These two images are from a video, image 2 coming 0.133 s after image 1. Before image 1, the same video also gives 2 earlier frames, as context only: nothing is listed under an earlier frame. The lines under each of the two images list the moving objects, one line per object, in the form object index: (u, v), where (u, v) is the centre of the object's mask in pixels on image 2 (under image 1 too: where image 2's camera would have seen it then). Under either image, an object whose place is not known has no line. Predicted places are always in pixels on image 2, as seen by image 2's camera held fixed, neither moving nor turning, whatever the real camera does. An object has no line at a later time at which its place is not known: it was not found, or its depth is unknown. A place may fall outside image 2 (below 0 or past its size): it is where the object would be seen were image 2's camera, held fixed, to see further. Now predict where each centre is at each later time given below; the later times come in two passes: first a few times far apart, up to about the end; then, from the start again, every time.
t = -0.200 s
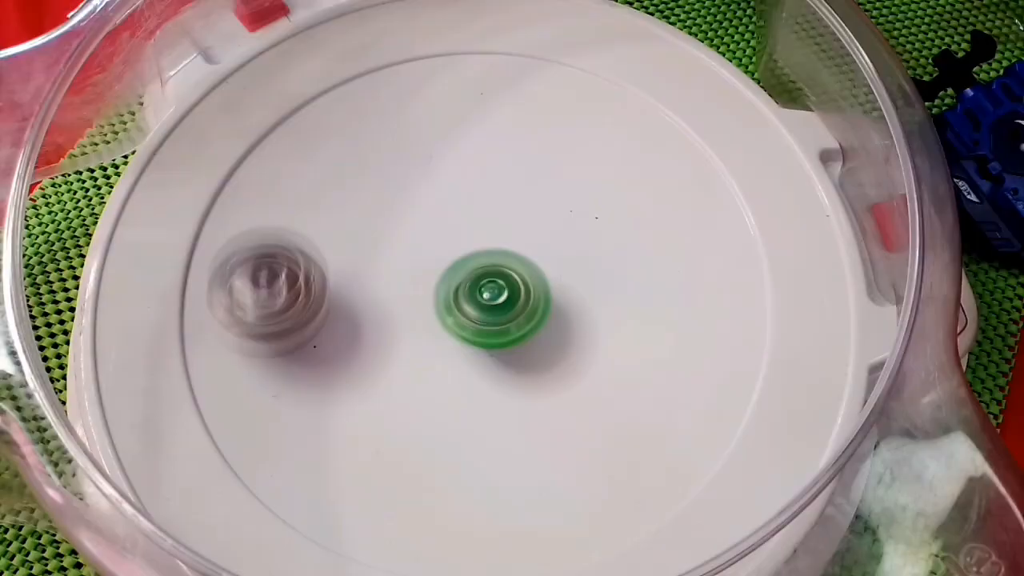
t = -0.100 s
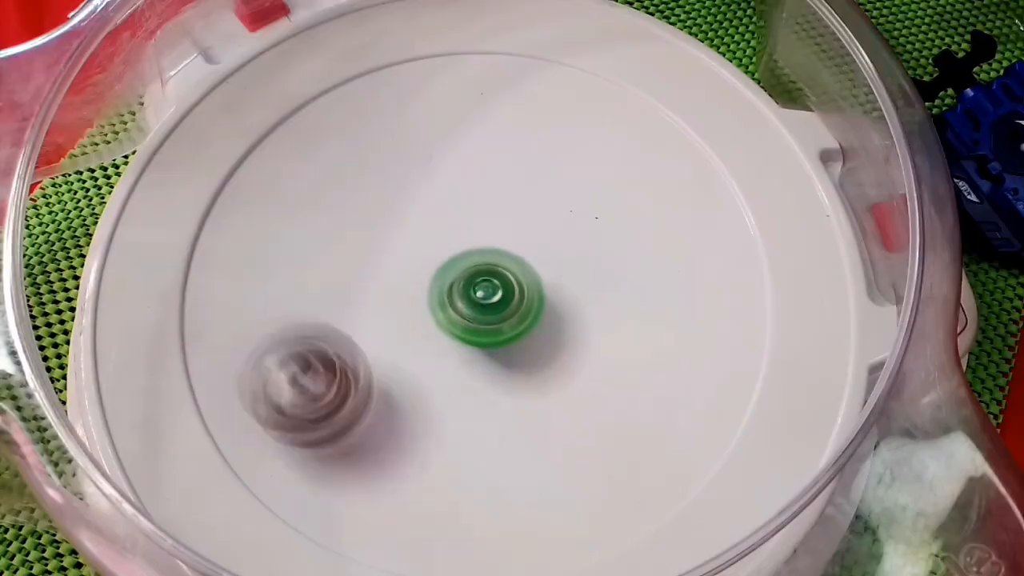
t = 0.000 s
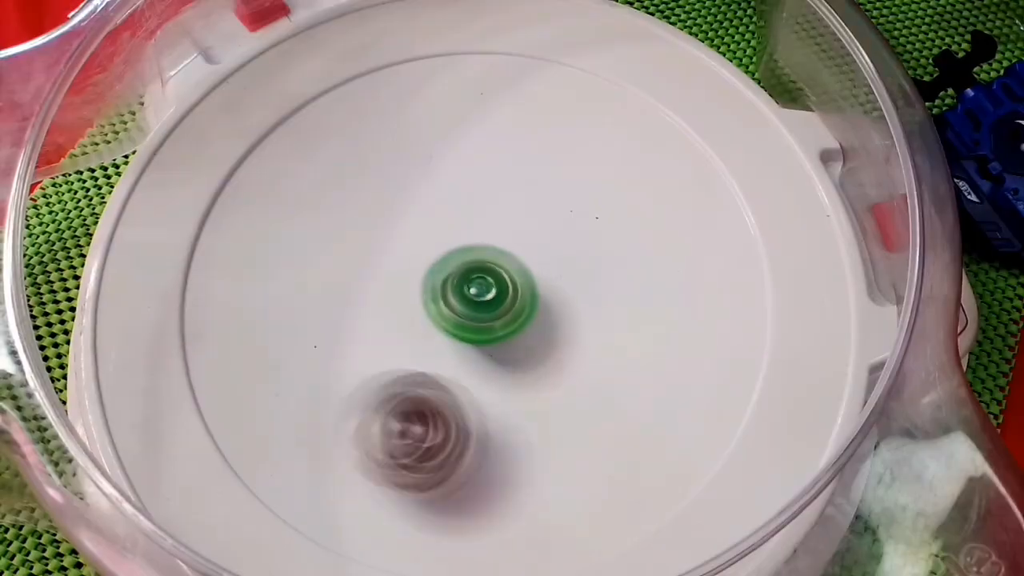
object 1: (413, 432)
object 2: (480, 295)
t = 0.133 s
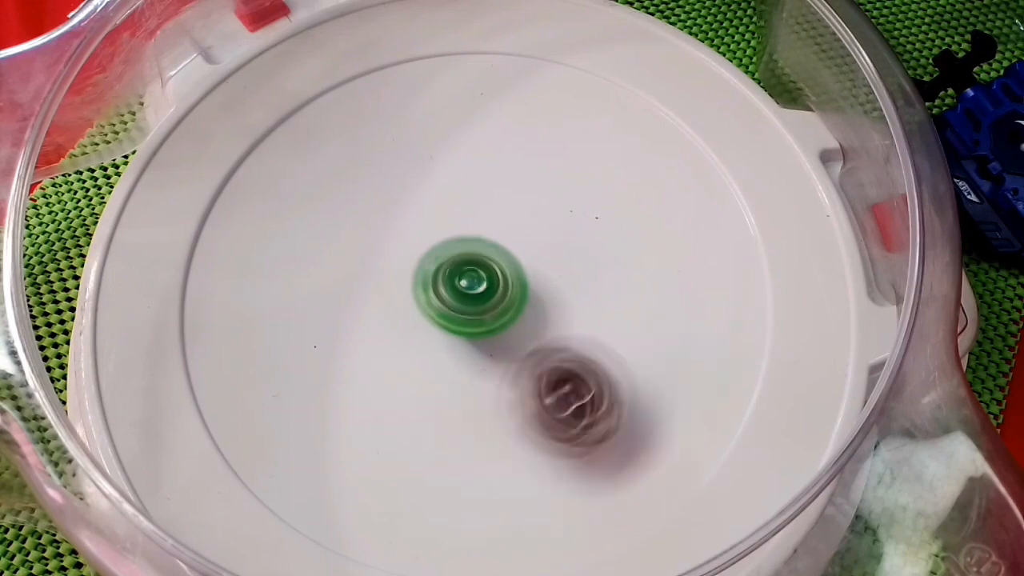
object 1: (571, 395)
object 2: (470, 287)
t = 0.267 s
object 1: (638, 290)
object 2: (464, 275)
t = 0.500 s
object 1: (560, 124)
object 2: (464, 258)
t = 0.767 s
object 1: (346, 165)
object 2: (473, 248)
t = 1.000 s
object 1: (364, 372)
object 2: (484, 247)
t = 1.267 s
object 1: (612, 391)
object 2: (493, 256)
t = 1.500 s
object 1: (652, 219)
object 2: (492, 269)
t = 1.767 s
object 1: (442, 151)
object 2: (480, 279)
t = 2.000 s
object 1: (305, 280)
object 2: (465, 277)
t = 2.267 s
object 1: (453, 431)
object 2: (458, 267)
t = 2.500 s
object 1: (610, 310)
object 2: (461, 259)
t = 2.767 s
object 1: (536, 146)
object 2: (471, 255)
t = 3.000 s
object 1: (364, 159)
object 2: (481, 259)
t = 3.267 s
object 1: (365, 348)
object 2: (487, 268)
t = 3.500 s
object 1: (564, 381)
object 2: (484, 275)
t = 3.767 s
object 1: (630, 226)
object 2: (474, 278)
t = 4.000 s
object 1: (479, 160)
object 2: (467, 272)
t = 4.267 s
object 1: (321, 236)
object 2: (470, 279)
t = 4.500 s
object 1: (343, 367)
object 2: (476, 281)
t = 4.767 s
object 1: (506, 447)
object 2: (515, 243)
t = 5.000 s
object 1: (598, 343)
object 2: (518, 235)
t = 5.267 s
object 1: (599, 297)
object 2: (470, 168)
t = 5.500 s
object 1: (467, 298)
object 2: (460, 161)
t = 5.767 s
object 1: (387, 378)
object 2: (457, 180)
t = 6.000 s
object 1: (460, 337)
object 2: (446, 205)
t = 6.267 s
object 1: (449, 314)
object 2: (438, 94)
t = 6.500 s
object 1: (428, 270)
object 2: (436, 102)
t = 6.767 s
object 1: (401, 269)
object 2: (476, 195)
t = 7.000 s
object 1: (354, 345)
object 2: (529, 326)
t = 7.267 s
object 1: (341, 326)
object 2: (524, 413)
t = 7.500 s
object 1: (322, 242)
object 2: (503, 365)
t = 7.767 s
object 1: (405, 173)
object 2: (536, 248)
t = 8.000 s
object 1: (501, 164)
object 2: (587, 235)
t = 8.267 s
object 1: (578, 183)
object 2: (578, 316)
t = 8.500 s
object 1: (601, 257)
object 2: (459, 322)
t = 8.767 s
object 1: (562, 348)
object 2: (413, 226)
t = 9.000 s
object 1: (480, 387)
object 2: (481, 203)
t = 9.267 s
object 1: (407, 357)
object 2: (524, 283)
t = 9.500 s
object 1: (360, 284)
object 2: (469, 333)
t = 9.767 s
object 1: (356, 202)
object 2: (444, 274)
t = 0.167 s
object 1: (596, 374)
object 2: (468, 284)
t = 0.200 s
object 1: (617, 345)
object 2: (467, 282)
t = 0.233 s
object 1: (632, 318)
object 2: (465, 279)
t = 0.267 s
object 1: (638, 290)
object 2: (464, 275)
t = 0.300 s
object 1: (641, 262)
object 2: (463, 272)
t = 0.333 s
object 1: (639, 233)
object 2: (463, 270)
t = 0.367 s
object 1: (632, 205)
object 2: (463, 267)
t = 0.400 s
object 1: (622, 182)
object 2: (463, 264)
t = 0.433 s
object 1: (605, 159)
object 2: (463, 262)
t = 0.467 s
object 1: (583, 139)
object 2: (463, 260)
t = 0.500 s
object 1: (560, 124)
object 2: (464, 258)
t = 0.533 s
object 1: (536, 112)
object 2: (465, 257)
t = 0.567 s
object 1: (507, 102)
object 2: (466, 255)
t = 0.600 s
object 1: (477, 101)
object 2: (467, 253)
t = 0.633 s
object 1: (449, 102)
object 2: (468, 252)
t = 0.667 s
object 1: (422, 108)
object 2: (469, 251)
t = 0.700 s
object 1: (393, 124)
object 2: (470, 250)
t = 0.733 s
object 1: (366, 144)
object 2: (472, 249)
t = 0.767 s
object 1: (346, 165)
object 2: (473, 248)
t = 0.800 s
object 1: (329, 190)
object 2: (475, 248)
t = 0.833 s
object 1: (318, 221)
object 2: (476, 247)
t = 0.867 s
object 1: (313, 256)
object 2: (478, 247)
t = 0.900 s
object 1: (317, 287)
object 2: (479, 247)
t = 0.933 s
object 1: (326, 317)
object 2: (481, 247)
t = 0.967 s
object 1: (342, 347)
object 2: (483, 248)
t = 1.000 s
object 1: (364, 372)
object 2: (484, 247)
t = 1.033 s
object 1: (391, 391)
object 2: (486, 248)
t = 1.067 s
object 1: (420, 406)
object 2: (487, 248)
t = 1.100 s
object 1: (451, 419)
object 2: (488, 249)
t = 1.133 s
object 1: (489, 426)
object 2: (489, 250)
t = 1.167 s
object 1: (525, 425)
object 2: (491, 251)
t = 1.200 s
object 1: (552, 423)
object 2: (492, 253)
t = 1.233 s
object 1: (588, 407)
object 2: (493, 254)
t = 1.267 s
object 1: (612, 391)
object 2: (493, 256)
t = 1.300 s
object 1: (635, 372)
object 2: (494, 258)
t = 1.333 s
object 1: (654, 348)
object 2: (494, 260)
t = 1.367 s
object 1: (664, 323)
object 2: (494, 262)
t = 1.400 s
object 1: (670, 296)
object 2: (494, 263)
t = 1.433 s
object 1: (669, 269)
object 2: (494, 266)
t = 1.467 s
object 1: (662, 244)
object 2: (493, 267)
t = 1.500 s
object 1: (652, 219)
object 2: (492, 269)
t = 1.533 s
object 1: (632, 195)
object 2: (491, 271)
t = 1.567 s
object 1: (614, 177)
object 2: (490, 272)
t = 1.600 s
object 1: (587, 164)
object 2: (489, 274)
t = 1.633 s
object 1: (560, 153)
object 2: (487, 275)
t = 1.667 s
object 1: (531, 146)
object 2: (486, 277)
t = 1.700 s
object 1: (498, 145)
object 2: (484, 278)
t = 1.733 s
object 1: (473, 146)
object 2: (482, 279)
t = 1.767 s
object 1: (442, 151)
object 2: (480, 279)
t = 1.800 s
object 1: (410, 161)
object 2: (477, 280)
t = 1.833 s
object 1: (390, 169)
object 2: (475, 280)
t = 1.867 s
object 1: (365, 186)
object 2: (473, 280)
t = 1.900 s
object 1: (342, 207)
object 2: (471, 279)
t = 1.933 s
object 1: (329, 224)
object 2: (468, 279)
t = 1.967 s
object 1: (315, 252)
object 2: (466, 278)
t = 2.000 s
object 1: (305, 280)
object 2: (465, 277)
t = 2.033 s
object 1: (302, 304)
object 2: (464, 276)
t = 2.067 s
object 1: (304, 335)
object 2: (462, 275)
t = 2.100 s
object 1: (315, 361)
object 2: (461, 274)
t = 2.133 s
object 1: (331, 387)
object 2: (460, 273)
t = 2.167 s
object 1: (358, 408)
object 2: (459, 271)
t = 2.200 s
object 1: (385, 419)
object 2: (459, 270)
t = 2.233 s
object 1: (413, 428)
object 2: (458, 268)
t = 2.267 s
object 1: (453, 431)
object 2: (458, 267)
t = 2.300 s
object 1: (480, 429)
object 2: (458, 266)
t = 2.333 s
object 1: (516, 419)
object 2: (458, 265)
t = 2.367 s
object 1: (542, 403)
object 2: (458, 263)
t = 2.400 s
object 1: (568, 383)
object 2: (458, 262)
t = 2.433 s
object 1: (586, 361)
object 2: (459, 261)
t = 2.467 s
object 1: (601, 336)
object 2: (460, 260)
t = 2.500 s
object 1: (610, 310)
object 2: (461, 259)
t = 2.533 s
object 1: (615, 285)
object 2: (462, 258)
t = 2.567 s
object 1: (615, 260)
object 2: (463, 257)
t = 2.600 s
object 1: (612, 239)
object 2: (464, 257)
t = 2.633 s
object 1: (605, 216)
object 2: (465, 256)
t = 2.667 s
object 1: (593, 195)
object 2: (466, 255)
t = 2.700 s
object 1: (575, 174)
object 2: (468, 255)
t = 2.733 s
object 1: (558, 160)
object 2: (469, 255)
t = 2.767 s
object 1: (536, 146)
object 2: (471, 255)
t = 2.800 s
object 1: (516, 135)
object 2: (472, 255)
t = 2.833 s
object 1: (488, 128)
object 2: (474, 255)
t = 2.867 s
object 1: (463, 123)
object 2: (475, 255)
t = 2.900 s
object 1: (436, 125)
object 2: (477, 256)
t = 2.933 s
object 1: (409, 131)
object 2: (478, 257)
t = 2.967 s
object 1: (387, 142)
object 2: (480, 258)
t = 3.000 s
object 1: (364, 159)
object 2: (481, 259)
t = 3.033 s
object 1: (349, 175)
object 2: (482, 260)
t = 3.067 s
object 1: (333, 201)
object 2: (483, 260)
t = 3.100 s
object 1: (328, 221)
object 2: (484, 261)
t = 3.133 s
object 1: (324, 251)
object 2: (485, 263)
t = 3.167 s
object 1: (329, 275)
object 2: (486, 264)
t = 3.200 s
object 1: (334, 303)
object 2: (486, 265)
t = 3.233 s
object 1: (351, 331)
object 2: (487, 267)
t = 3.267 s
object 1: (365, 348)
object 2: (487, 268)
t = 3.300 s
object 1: (392, 368)
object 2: (487, 269)
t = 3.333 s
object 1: (414, 379)
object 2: (487, 271)
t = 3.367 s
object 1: (447, 391)
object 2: (487, 272)
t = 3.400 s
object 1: (471, 394)
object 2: (486, 273)
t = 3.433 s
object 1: (507, 397)
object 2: (486, 274)
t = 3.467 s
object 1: (530, 394)
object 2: (485, 275)
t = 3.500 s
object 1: (564, 381)
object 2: (484, 275)
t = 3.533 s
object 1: (583, 370)
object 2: (483, 276)
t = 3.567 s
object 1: (603, 353)
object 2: (482, 278)
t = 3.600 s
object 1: (618, 335)
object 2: (481, 278)
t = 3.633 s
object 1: (631, 313)
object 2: (480, 278)
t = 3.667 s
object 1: (639, 293)
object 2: (479, 278)
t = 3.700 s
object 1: (640, 273)
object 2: (477, 279)
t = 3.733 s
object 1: (638, 248)
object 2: (476, 278)
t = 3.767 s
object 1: (630, 226)
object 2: (474, 278)
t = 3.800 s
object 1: (618, 207)
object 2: (473, 277)
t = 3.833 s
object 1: (602, 192)
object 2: (471, 277)
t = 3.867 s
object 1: (578, 176)
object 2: (471, 276)
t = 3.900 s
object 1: (560, 167)
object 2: (470, 275)
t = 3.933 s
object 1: (531, 162)
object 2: (468, 274)
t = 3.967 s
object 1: (507, 157)
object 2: (467, 273)
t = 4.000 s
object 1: (479, 160)
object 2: (467, 272)
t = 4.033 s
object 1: (455, 164)
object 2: (467, 271)
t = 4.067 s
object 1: (430, 172)
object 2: (467, 271)
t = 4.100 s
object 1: (407, 181)
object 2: (466, 272)
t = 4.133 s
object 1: (387, 192)
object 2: (466, 273)
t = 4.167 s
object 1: (363, 201)
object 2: (468, 277)
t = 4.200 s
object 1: (348, 208)
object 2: (469, 279)
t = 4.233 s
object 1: (331, 224)
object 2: (470, 278)
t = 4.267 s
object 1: (321, 236)
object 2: (470, 279)
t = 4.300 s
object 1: (311, 255)
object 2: (472, 279)
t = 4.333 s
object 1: (306, 273)
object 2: (472, 279)
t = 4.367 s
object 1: (303, 294)
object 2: (473, 280)
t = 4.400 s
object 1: (305, 313)
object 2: (474, 280)
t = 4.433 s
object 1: (314, 332)
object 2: (475, 280)
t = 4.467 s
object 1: (325, 353)
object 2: (474, 280)
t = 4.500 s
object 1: (343, 367)
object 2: (476, 281)
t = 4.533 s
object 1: (370, 380)
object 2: (476, 281)
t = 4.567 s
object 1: (394, 386)
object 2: (476, 282)
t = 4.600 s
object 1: (425, 388)
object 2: (476, 283)
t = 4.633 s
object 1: (438, 394)
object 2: (481, 277)
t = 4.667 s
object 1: (448, 417)
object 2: (496, 260)
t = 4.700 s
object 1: (463, 431)
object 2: (506, 250)
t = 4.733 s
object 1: (485, 443)
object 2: (512, 245)
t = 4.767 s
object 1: (506, 447)
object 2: (515, 243)
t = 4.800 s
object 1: (527, 447)
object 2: (516, 242)
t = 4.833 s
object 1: (549, 441)
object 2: (516, 240)
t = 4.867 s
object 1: (571, 426)
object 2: (517, 238)
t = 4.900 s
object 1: (583, 408)
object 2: (517, 237)
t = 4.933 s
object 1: (593, 385)
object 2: (518, 235)
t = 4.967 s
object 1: (599, 364)
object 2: (518, 235)
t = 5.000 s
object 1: (598, 343)
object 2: (518, 235)
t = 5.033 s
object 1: (593, 319)
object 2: (517, 235)
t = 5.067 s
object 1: (600, 321)
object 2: (511, 223)
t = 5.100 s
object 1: (607, 326)
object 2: (497, 198)
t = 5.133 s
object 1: (610, 325)
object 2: (486, 183)
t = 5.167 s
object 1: (613, 321)
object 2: (479, 174)
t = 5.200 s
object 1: (613, 314)
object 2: (476, 171)
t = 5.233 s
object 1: (607, 307)
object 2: (473, 170)
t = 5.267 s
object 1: (599, 297)
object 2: (470, 168)
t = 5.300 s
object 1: (589, 292)
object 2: (468, 166)
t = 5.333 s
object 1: (571, 289)
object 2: (466, 165)
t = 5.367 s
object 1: (548, 283)
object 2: (464, 163)
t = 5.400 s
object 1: (528, 284)
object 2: (462, 162)
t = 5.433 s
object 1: (506, 285)
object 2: (462, 162)
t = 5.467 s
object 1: (487, 292)
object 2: (460, 161)
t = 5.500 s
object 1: (467, 298)
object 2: (460, 161)
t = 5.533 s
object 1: (447, 304)
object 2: (460, 162)
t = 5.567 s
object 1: (432, 312)
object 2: (460, 163)
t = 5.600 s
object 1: (415, 322)
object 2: (459, 165)
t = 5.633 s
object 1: (403, 333)
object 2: (459, 168)
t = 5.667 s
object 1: (392, 346)
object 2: (459, 171)
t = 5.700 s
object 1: (385, 357)
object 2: (459, 174)
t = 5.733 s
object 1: (384, 368)
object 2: (458, 177)
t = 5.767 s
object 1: (387, 378)
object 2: (457, 180)
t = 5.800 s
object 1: (395, 386)
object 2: (457, 184)
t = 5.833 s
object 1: (406, 388)
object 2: (455, 187)
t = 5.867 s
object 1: (417, 386)
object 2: (453, 190)
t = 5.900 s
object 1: (429, 380)
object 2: (452, 194)
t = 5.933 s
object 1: (441, 369)
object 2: (450, 197)
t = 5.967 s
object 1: (451, 354)
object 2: (448, 201)
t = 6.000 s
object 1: (460, 337)
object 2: (446, 205)
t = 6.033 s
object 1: (465, 320)
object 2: (444, 208)
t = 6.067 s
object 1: (467, 304)
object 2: (442, 210)
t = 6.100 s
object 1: (463, 315)
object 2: (443, 182)
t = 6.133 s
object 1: (459, 324)
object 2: (446, 155)
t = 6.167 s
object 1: (455, 326)
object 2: (446, 131)
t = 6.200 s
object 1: (452, 325)
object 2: (444, 112)
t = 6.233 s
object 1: (451, 320)
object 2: (442, 102)
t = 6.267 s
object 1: (449, 314)
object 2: (438, 94)
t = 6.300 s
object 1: (447, 308)
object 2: (435, 88)
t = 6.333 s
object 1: (445, 302)
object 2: (433, 83)
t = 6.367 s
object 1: (442, 296)
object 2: (432, 81)
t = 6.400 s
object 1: (439, 289)
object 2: (433, 83)
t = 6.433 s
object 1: (436, 281)
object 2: (434, 87)
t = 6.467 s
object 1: (432, 276)
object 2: (436, 94)
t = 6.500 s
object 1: (428, 270)
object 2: (436, 102)
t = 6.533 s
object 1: (426, 265)
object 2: (437, 112)
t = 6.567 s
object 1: (423, 260)
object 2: (438, 121)
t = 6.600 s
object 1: (420, 258)
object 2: (440, 132)
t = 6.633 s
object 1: (417, 255)
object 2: (445, 142)
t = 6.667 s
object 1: (415, 253)
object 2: (452, 154)
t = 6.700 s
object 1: (413, 254)
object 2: (461, 165)
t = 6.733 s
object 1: (407, 260)
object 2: (470, 180)
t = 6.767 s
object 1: (401, 269)
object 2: (476, 195)
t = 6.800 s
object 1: (395, 280)
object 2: (479, 213)
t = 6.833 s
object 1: (395, 292)
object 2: (481, 229)
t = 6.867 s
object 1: (398, 302)
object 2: (483, 243)
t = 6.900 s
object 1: (385, 313)
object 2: (494, 268)
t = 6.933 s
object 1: (370, 322)
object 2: (512, 287)
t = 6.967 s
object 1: (360, 333)
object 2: (524, 308)
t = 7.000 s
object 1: (354, 345)
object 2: (529, 326)
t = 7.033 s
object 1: (352, 356)
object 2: (528, 342)
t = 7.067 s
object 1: (354, 366)
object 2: (521, 356)
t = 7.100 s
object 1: (360, 373)
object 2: (512, 365)
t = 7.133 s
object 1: (369, 376)
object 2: (502, 373)
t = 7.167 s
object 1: (378, 373)
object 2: (496, 382)
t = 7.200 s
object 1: (361, 356)
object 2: (510, 399)
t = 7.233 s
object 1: (348, 341)
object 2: (520, 411)
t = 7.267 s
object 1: (341, 326)
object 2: (524, 413)
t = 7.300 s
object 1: (331, 314)
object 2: (527, 415)
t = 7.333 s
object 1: (324, 301)
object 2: (524, 412)
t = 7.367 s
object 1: (319, 288)
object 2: (518, 405)
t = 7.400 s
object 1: (316, 277)
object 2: (512, 396)
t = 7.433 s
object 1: (316, 265)
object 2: (507, 387)
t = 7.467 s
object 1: (318, 253)
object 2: (505, 377)
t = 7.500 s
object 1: (322, 242)
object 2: (503, 365)
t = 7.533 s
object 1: (327, 229)
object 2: (502, 351)
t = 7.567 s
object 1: (335, 219)
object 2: (502, 335)
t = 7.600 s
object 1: (343, 209)
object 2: (504, 319)
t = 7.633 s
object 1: (354, 199)
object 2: (508, 302)
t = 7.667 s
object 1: (366, 190)
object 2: (513, 287)
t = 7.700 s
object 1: (379, 185)
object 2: (520, 273)
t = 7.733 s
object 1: (392, 178)
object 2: (527, 260)
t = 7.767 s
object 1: (405, 173)
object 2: (536, 248)
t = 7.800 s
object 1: (418, 169)
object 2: (544, 240)
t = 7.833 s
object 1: (433, 166)
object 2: (552, 233)
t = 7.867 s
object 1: (447, 165)
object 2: (560, 229)
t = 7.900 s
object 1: (463, 165)
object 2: (566, 226)
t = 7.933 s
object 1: (478, 167)
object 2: (572, 226)
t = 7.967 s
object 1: (488, 166)
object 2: (580, 227)
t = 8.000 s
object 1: (501, 164)
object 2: (587, 235)
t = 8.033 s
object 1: (512, 164)
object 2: (593, 243)
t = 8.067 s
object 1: (520, 162)
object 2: (599, 254)
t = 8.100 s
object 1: (531, 165)
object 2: (602, 264)
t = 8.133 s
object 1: (544, 167)
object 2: (603, 275)
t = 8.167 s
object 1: (554, 170)
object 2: (600, 285)
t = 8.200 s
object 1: (565, 172)
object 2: (595, 296)
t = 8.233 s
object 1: (573, 177)
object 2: (587, 306)
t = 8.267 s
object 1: (578, 183)
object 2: (578, 316)
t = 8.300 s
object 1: (584, 192)
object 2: (563, 326)
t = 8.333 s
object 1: (588, 202)
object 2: (546, 332)
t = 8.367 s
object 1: (593, 213)
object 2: (528, 336)
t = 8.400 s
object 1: (596, 222)
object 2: (511, 337)
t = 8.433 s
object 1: (598, 232)
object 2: (492, 334)
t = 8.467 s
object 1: (599, 244)
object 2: (474, 329)
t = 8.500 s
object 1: (601, 257)
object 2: (459, 322)
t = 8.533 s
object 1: (600, 271)
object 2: (443, 312)
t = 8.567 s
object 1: (599, 282)
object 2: (431, 300)
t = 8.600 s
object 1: (596, 294)
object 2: (421, 287)
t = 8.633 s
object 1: (590, 303)
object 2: (413, 273)
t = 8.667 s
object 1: (584, 316)
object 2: (409, 259)
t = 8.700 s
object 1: (579, 326)
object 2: (408, 247)
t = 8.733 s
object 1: (571, 337)
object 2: (409, 237)
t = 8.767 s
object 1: (562, 348)
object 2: (413, 226)
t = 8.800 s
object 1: (553, 354)
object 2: (419, 217)
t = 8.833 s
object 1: (540, 362)
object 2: (428, 208)
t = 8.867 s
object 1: (529, 369)
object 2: (436, 202)
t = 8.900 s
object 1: (519, 376)
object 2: (446, 198)
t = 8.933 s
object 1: (505, 381)
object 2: (456, 198)
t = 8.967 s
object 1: (493, 385)
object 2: (468, 199)
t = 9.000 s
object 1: (480, 387)
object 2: (481, 203)
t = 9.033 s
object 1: (469, 390)
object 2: (492, 207)
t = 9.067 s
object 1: (458, 392)
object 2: (503, 214)
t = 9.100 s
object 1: (447, 390)
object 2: (510, 221)
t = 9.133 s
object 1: (439, 387)
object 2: (518, 233)
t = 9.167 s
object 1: (431, 380)
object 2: (522, 246)
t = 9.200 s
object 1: (424, 374)
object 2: (526, 258)
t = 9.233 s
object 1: (417, 367)
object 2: (526, 274)
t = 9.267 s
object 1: (407, 357)
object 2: (524, 283)
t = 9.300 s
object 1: (402, 346)
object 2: (520, 295)
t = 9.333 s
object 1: (397, 335)
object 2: (512, 307)
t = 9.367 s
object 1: (392, 326)
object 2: (504, 317)
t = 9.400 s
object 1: (380, 314)
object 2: (497, 326)
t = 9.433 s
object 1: (372, 303)
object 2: (488, 330)
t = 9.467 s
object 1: (363, 292)
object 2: (478, 333)
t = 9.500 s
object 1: (360, 284)
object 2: (469, 333)
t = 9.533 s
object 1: (351, 273)
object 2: (461, 330)
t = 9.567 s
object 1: (345, 261)
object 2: (453, 324)
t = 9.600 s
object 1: (344, 251)
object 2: (446, 318)
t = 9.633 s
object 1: (344, 241)
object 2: (444, 311)
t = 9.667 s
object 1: (344, 232)
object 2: (440, 303)
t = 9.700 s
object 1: (346, 220)
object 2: (440, 293)
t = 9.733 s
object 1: (350, 213)
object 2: (440, 283)
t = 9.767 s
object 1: (356, 202)
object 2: (444, 274)
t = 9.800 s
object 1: (363, 196)
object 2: (450, 268)
